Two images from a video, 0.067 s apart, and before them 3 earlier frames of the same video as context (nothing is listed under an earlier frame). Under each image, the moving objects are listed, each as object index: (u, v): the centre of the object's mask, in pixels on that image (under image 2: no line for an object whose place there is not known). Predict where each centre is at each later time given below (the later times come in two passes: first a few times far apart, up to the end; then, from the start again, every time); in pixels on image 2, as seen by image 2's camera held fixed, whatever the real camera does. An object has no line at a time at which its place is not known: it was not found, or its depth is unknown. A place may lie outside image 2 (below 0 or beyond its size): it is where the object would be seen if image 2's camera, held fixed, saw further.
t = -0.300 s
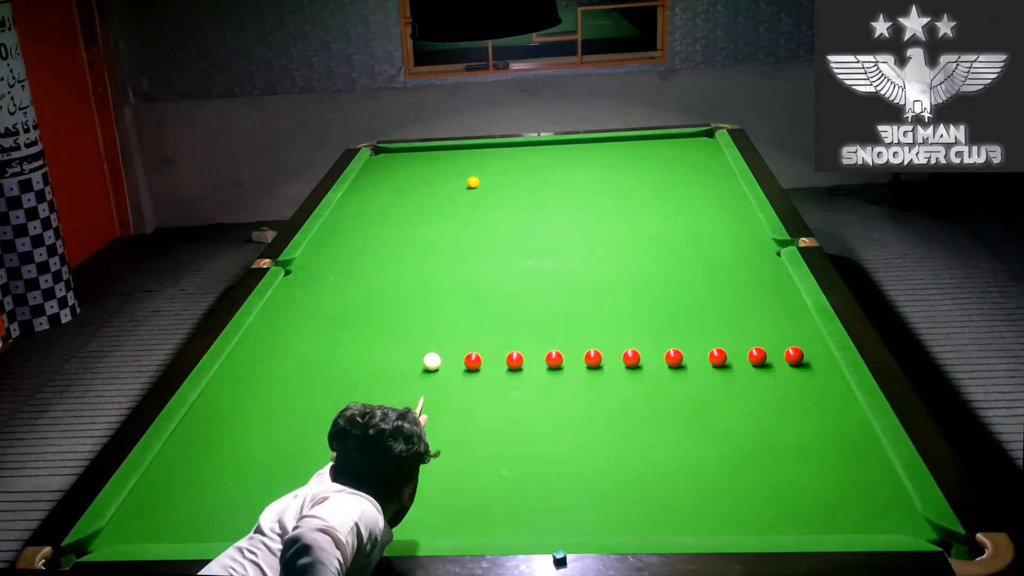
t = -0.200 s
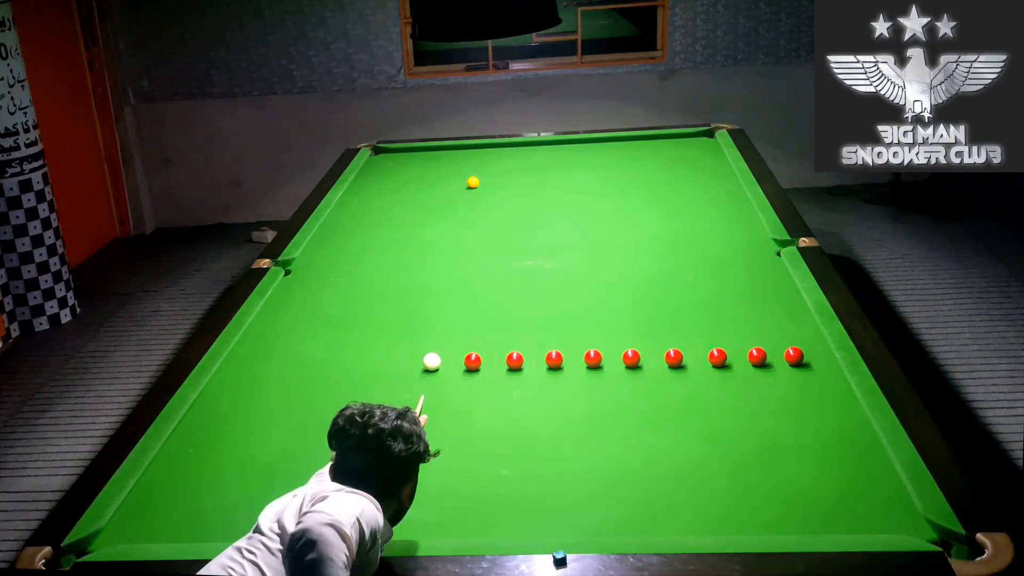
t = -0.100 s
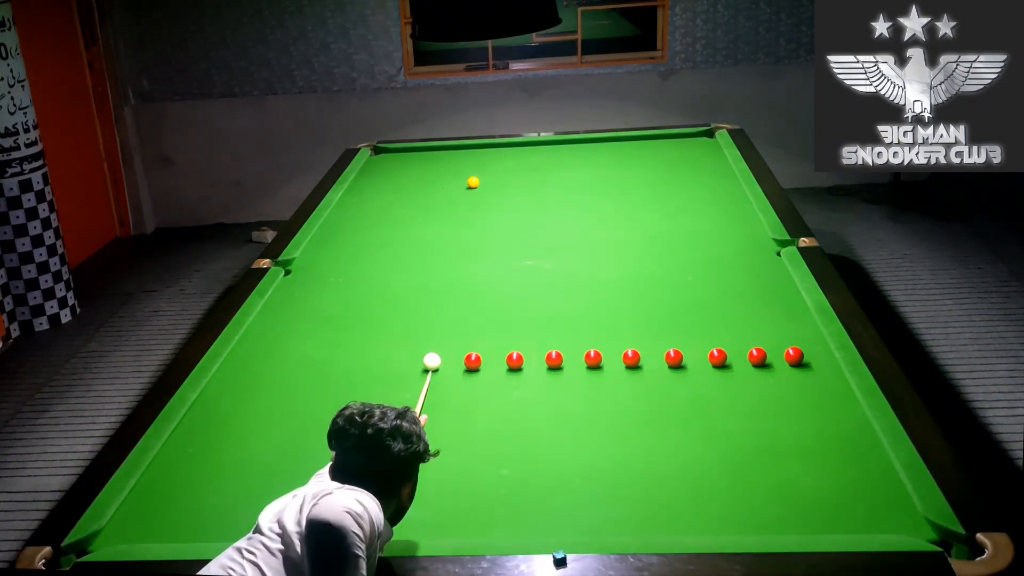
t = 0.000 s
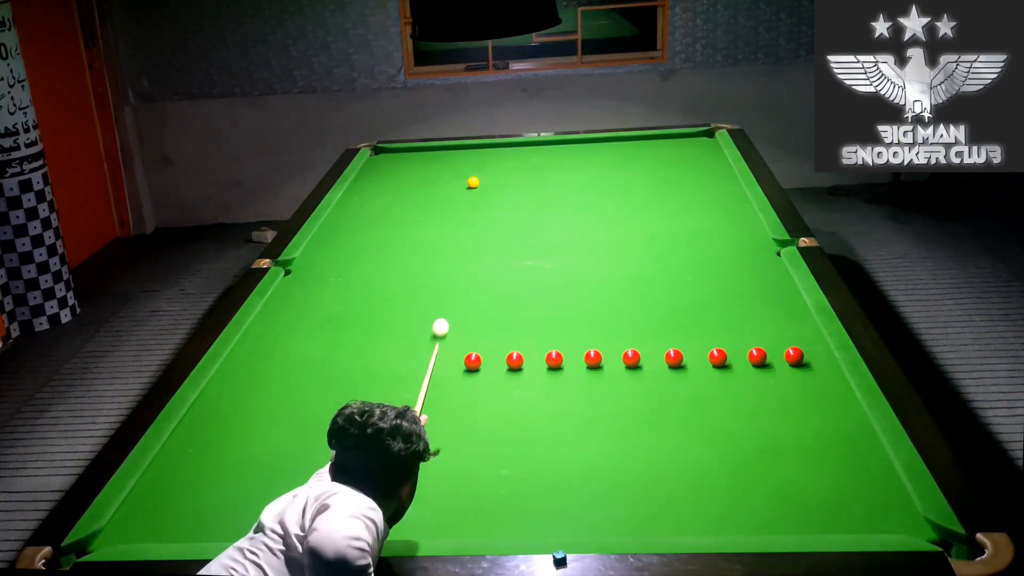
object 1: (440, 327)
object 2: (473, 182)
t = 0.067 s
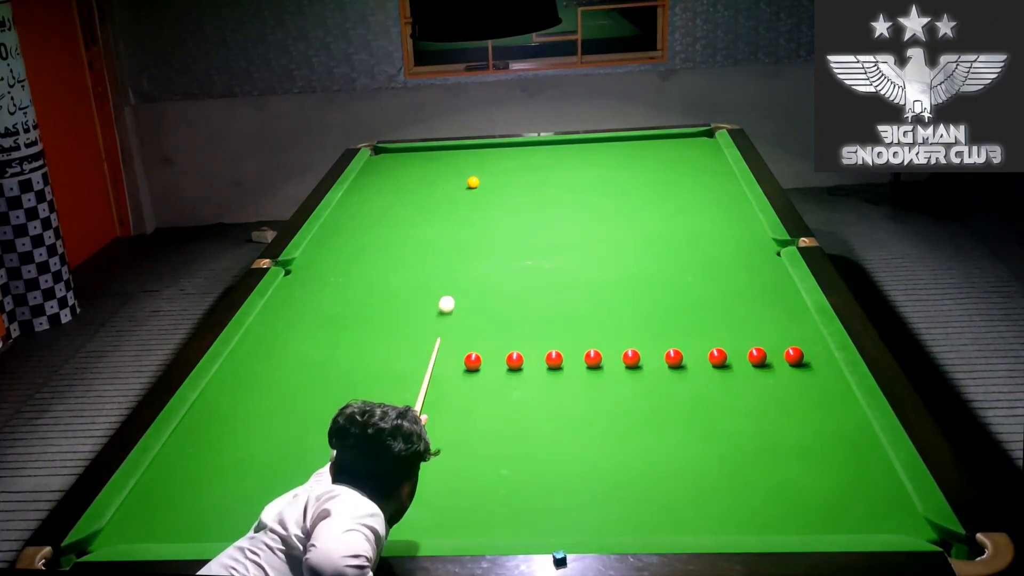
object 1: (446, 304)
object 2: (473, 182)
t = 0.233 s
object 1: (458, 260)
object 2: (473, 183)
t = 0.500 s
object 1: (472, 212)
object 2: (473, 182)
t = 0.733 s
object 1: (493, 181)
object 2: (463, 179)
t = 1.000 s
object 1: (539, 162)
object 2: (429, 167)
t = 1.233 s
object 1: (574, 146)
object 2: (404, 159)
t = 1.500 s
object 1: (610, 145)
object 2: (378, 150)
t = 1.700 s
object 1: (638, 152)
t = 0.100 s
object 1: (449, 294)
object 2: (473, 182)
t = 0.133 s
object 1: (451, 284)
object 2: (473, 182)
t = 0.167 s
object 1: (454, 276)
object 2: (473, 183)
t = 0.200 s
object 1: (456, 268)
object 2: (473, 182)
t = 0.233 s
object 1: (458, 260)
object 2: (473, 183)
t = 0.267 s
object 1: (460, 253)
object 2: (473, 182)
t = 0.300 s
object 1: (462, 246)
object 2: (473, 182)
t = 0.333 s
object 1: (464, 240)
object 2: (473, 182)
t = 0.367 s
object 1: (465, 234)
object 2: (473, 182)
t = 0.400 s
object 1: (467, 228)
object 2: (473, 182)
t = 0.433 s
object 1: (469, 223)
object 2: (473, 182)
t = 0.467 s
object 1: (470, 217)
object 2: (473, 182)
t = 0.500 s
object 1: (472, 212)
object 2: (473, 182)
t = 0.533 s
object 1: (473, 207)
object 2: (473, 182)
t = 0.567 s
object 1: (475, 202)
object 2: (473, 182)
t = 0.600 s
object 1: (476, 197)
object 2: (473, 182)
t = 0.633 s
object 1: (477, 192)
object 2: (473, 182)
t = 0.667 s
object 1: (479, 185)
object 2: (472, 182)
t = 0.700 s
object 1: (485, 183)
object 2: (469, 181)
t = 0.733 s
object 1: (493, 181)
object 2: (463, 179)
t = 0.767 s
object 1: (500, 178)
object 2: (458, 177)
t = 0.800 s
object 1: (506, 176)
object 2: (453, 175)
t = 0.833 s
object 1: (512, 173)
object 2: (449, 174)
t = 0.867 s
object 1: (518, 171)
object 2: (445, 173)
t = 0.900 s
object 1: (523, 169)
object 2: (441, 171)
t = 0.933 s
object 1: (528, 166)
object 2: (437, 170)
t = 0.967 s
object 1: (534, 164)
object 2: (433, 169)
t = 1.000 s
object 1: (539, 162)
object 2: (429, 167)
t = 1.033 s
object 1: (544, 159)
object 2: (426, 166)
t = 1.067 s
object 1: (549, 157)
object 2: (422, 165)
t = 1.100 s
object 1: (554, 155)
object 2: (418, 163)
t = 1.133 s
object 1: (559, 153)
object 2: (415, 162)
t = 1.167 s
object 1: (564, 151)
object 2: (411, 161)
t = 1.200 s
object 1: (569, 148)
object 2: (408, 160)
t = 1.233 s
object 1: (574, 146)
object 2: (404, 159)
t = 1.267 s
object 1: (578, 144)
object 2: (401, 158)
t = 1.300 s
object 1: (583, 142)
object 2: (398, 156)
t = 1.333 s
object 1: (587, 140)
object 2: (395, 155)
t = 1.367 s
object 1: (592, 141)
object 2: (391, 154)
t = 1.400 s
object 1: (596, 142)
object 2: (388, 153)
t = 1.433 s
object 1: (601, 143)
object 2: (385, 152)
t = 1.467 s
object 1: (606, 144)
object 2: (382, 151)
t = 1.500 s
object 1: (610, 145)
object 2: (378, 150)
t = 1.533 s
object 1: (615, 146)
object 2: (376, 150)
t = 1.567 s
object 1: (619, 147)
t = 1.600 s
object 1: (624, 148)
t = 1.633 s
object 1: (629, 150)
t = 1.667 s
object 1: (633, 151)
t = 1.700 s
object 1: (638, 152)
